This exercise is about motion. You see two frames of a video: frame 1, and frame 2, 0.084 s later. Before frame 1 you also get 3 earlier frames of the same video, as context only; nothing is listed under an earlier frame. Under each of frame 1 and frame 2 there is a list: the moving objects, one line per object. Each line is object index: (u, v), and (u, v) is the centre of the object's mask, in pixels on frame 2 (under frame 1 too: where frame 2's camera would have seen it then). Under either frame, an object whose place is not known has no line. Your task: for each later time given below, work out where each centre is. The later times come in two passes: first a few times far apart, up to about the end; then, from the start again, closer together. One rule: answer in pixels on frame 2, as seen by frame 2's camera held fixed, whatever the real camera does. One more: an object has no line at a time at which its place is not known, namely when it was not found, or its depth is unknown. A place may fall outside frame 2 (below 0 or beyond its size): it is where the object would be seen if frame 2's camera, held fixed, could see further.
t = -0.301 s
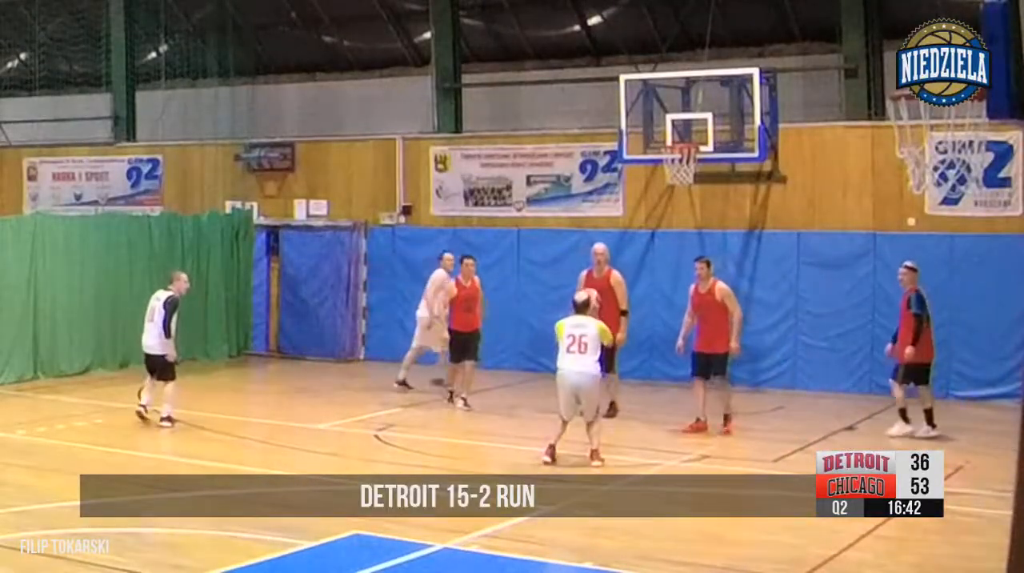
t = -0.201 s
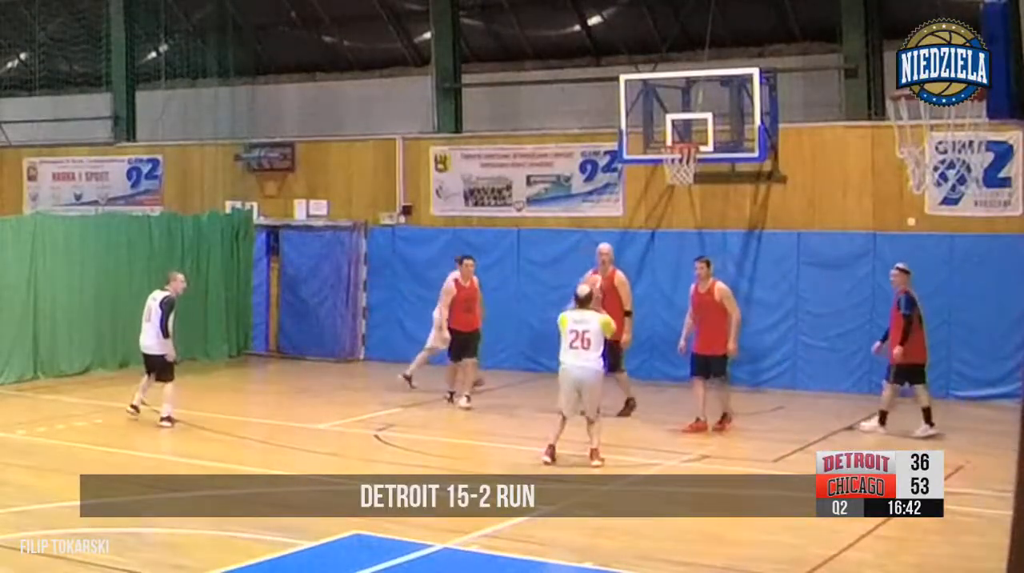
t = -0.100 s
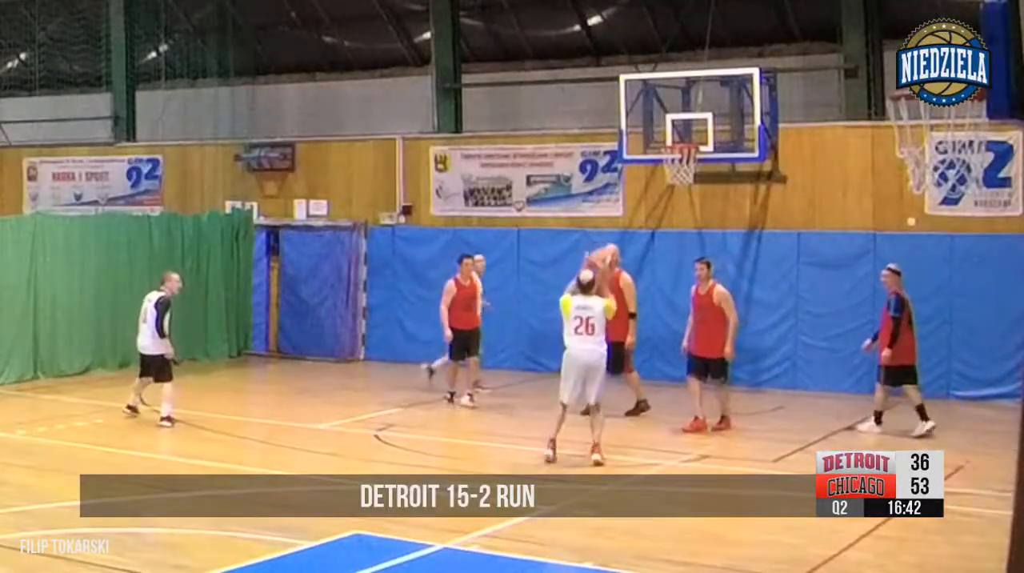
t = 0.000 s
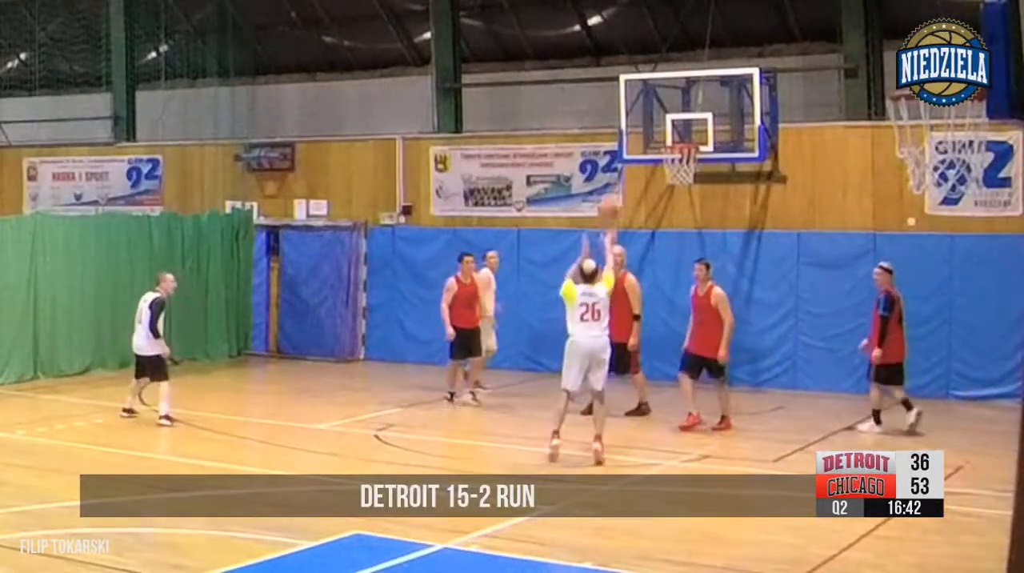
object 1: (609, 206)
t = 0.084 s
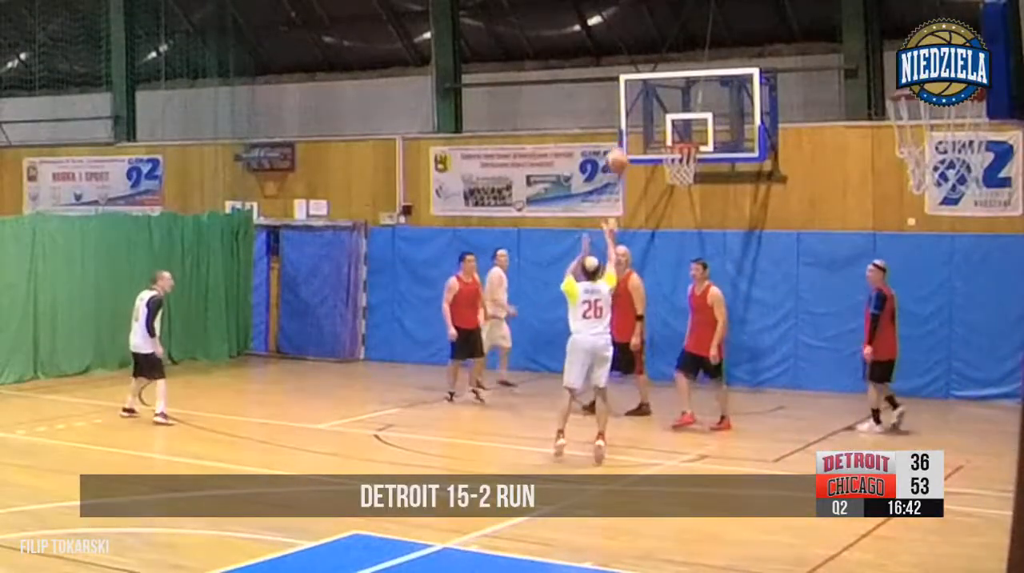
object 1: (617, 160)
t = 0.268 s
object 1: (629, 88)
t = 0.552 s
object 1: (650, 48)
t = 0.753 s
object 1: (662, 61)
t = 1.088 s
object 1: (682, 132)
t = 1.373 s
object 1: (678, 131)
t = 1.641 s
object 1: (679, 138)
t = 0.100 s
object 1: (619, 153)
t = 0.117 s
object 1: (619, 146)
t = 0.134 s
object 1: (621, 138)
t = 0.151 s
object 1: (622, 130)
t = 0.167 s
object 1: (624, 123)
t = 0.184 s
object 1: (625, 115)
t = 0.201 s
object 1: (626, 107)
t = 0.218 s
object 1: (629, 104)
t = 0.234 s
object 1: (629, 99)
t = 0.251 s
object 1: (629, 93)
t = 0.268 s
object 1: (629, 88)
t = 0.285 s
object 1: (631, 83)
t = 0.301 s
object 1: (633, 78)
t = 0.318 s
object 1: (634, 75)
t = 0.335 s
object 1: (635, 72)
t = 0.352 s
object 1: (636, 68)
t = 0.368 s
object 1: (637, 63)
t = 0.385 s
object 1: (638, 60)
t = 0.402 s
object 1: (640, 58)
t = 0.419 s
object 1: (641, 58)
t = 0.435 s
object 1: (642, 54)
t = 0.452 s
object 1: (643, 53)
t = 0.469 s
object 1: (644, 52)
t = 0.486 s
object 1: (645, 51)
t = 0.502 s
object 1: (646, 49)
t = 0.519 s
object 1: (648, 48)
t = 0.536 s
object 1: (649, 48)
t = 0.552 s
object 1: (650, 48)
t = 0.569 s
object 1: (651, 48)
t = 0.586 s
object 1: (652, 48)
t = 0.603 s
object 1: (652, 48)
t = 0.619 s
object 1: (654, 49)
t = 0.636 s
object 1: (655, 50)
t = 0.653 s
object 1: (657, 51)
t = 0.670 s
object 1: (658, 52)
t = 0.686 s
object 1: (659, 53)
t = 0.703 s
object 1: (660, 55)
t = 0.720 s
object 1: (661, 56)
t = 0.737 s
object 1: (662, 58)
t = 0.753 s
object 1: (662, 61)
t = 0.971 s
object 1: (677, 113)
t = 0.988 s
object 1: (678, 120)
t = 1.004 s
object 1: (680, 125)
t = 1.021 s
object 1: (681, 131)
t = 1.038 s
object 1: (681, 134)
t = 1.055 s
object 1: (682, 133)
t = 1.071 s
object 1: (682, 132)
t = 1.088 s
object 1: (682, 132)
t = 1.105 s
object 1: (682, 132)
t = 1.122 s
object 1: (682, 131)
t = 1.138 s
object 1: (682, 131)
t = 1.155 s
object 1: (683, 131)
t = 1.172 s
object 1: (682, 131)
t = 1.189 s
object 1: (682, 132)
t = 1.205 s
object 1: (682, 132)
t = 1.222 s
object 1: (682, 132)
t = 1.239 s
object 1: (683, 133)
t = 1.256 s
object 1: (683, 132)
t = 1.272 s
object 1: (683, 132)
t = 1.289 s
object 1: (682, 132)
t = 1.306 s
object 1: (681, 132)
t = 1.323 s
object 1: (680, 131)
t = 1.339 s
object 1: (680, 132)
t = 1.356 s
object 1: (680, 132)
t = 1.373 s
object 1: (678, 131)
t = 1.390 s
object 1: (677, 131)
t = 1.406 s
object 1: (676, 131)
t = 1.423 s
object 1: (676, 130)
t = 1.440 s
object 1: (675, 130)
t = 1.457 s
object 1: (675, 131)
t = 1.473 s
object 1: (673, 131)
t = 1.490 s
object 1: (673, 132)
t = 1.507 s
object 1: (671, 134)
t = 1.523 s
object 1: (671, 135)
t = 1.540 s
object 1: (671, 136)
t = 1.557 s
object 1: (672, 135)
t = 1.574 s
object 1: (674, 135)
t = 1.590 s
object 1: (675, 135)
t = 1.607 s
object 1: (676, 136)
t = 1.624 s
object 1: (679, 137)
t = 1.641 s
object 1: (679, 138)
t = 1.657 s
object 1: (681, 138)
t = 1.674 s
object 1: (682, 139)
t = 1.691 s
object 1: (684, 141)
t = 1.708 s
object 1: (685, 143)
